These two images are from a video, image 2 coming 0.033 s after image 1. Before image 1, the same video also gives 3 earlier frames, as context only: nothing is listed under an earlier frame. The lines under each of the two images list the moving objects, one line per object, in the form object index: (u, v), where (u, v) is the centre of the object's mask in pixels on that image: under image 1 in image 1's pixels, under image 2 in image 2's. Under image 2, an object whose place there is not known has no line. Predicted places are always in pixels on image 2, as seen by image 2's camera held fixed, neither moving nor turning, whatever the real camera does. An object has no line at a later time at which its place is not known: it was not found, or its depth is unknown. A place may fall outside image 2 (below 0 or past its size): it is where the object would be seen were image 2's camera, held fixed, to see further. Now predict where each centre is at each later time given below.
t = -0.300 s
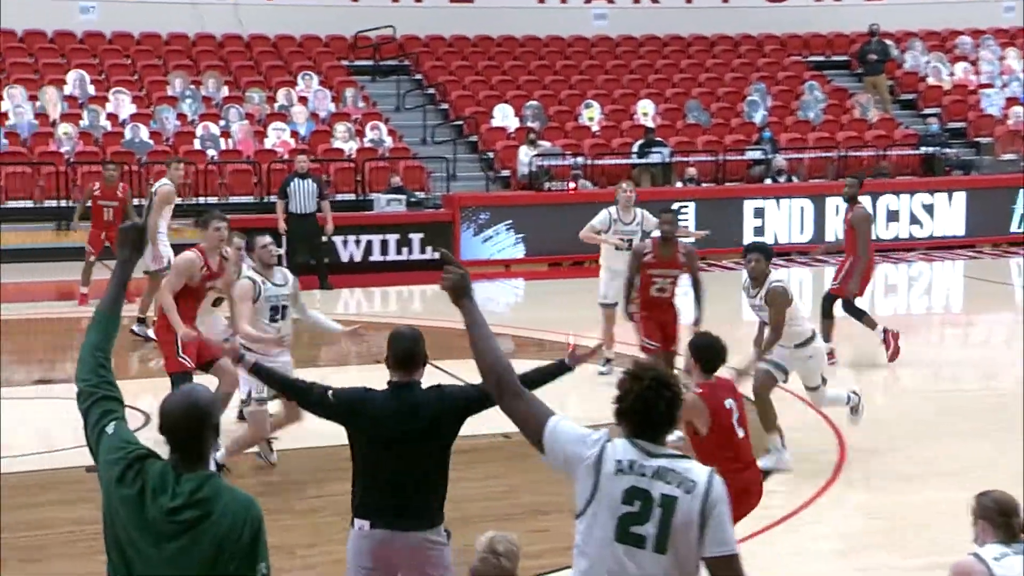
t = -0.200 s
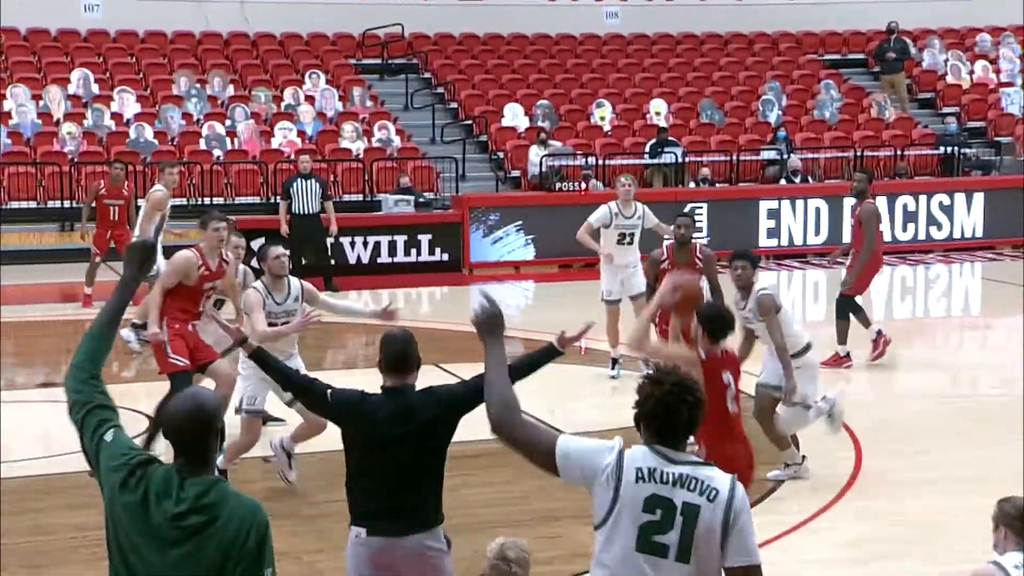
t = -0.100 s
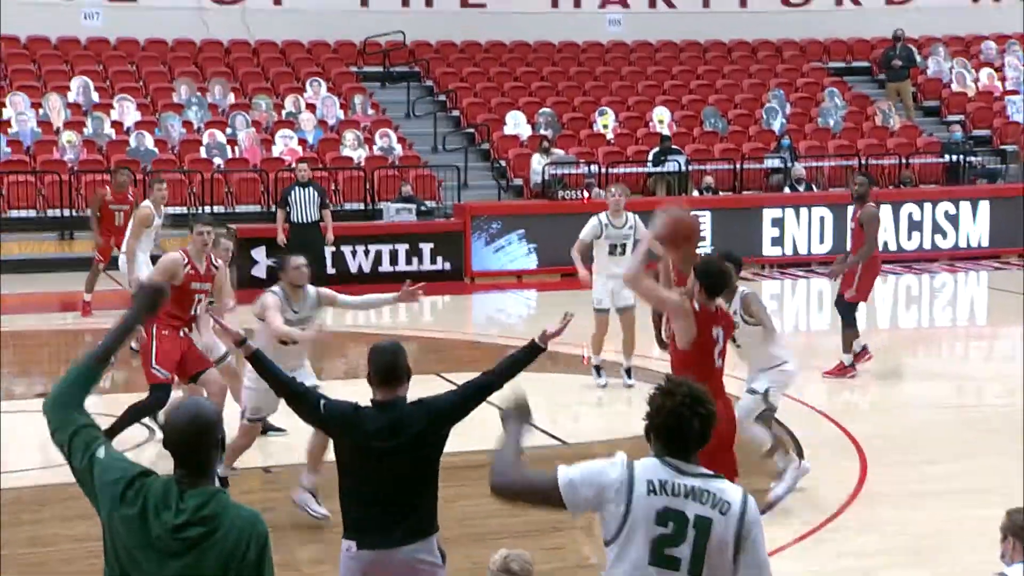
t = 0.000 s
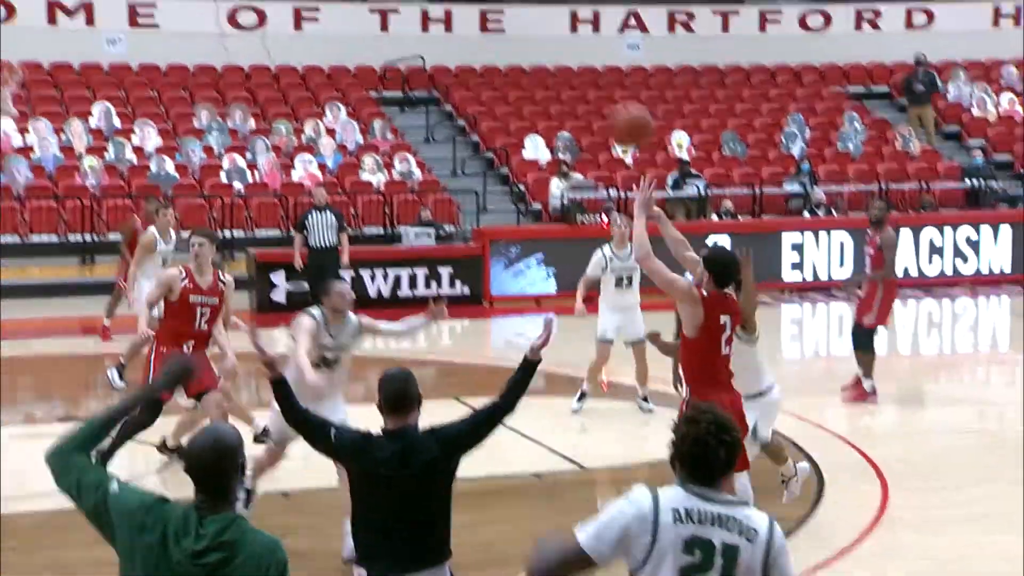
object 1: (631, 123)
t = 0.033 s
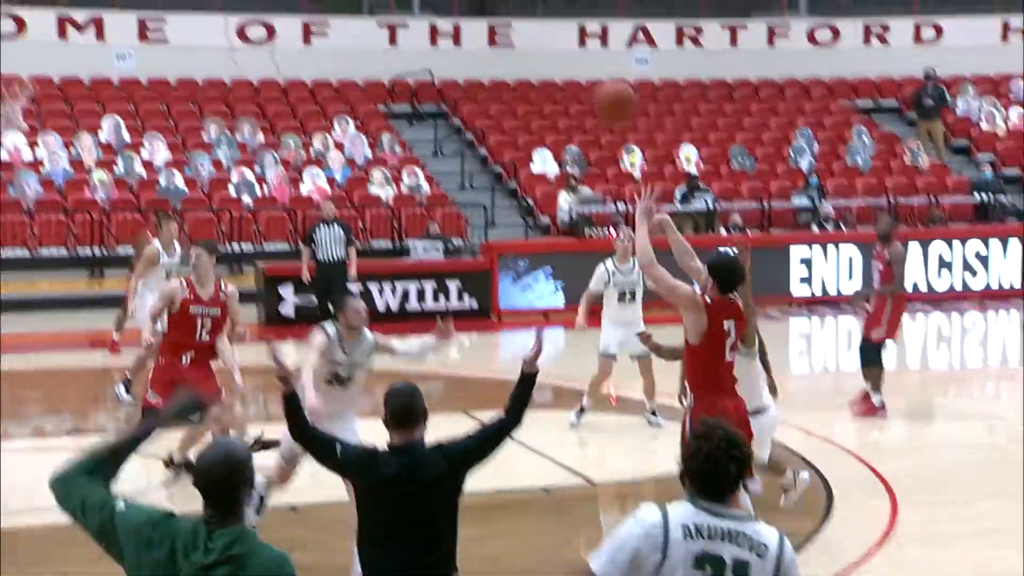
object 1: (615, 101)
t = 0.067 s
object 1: (589, 63)
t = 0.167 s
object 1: (518, -39)
